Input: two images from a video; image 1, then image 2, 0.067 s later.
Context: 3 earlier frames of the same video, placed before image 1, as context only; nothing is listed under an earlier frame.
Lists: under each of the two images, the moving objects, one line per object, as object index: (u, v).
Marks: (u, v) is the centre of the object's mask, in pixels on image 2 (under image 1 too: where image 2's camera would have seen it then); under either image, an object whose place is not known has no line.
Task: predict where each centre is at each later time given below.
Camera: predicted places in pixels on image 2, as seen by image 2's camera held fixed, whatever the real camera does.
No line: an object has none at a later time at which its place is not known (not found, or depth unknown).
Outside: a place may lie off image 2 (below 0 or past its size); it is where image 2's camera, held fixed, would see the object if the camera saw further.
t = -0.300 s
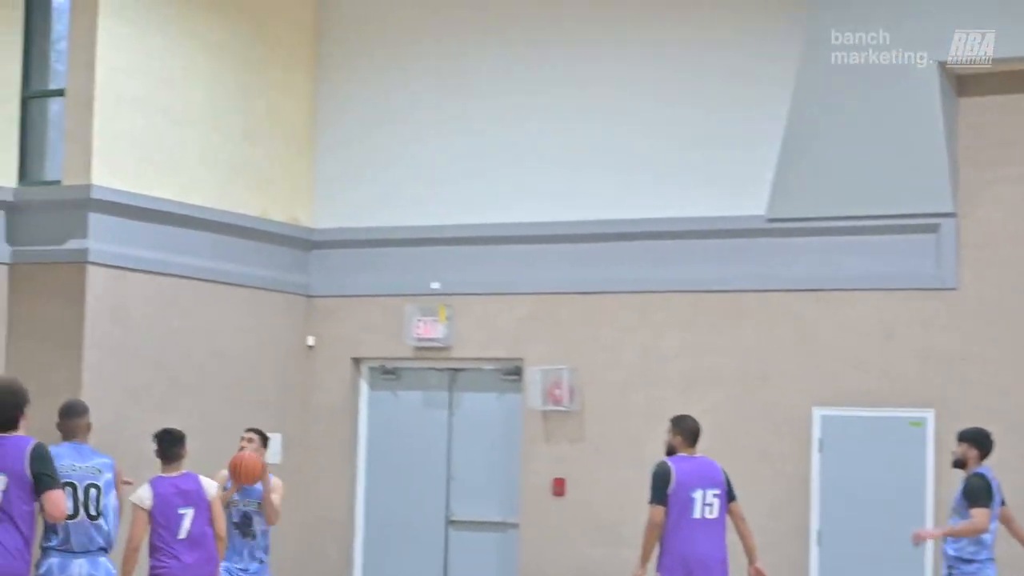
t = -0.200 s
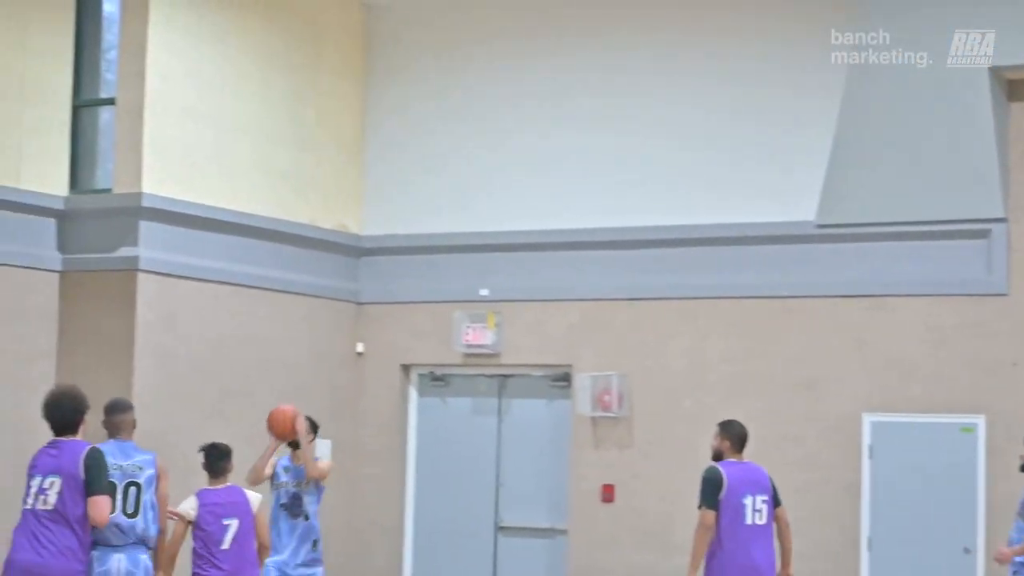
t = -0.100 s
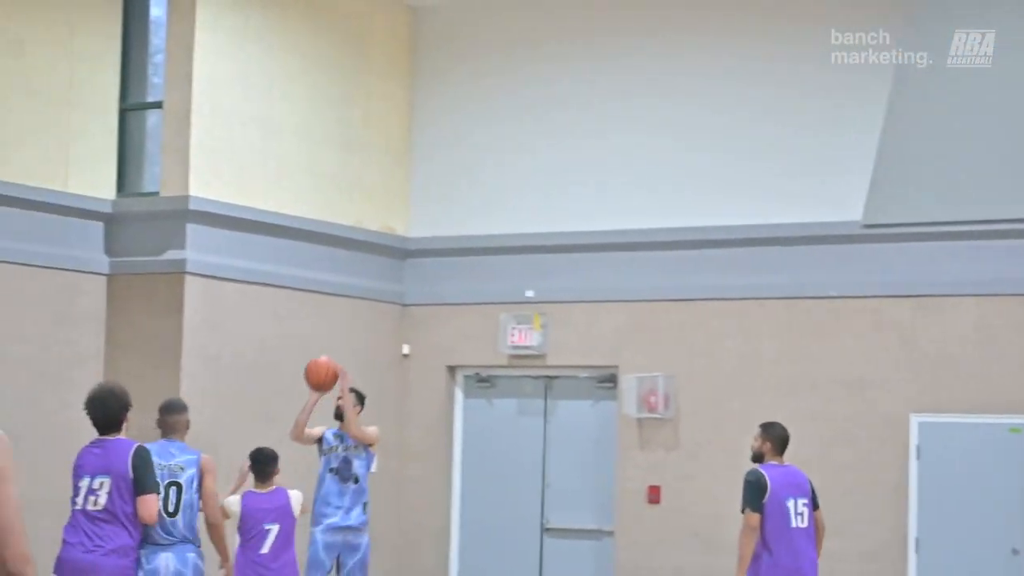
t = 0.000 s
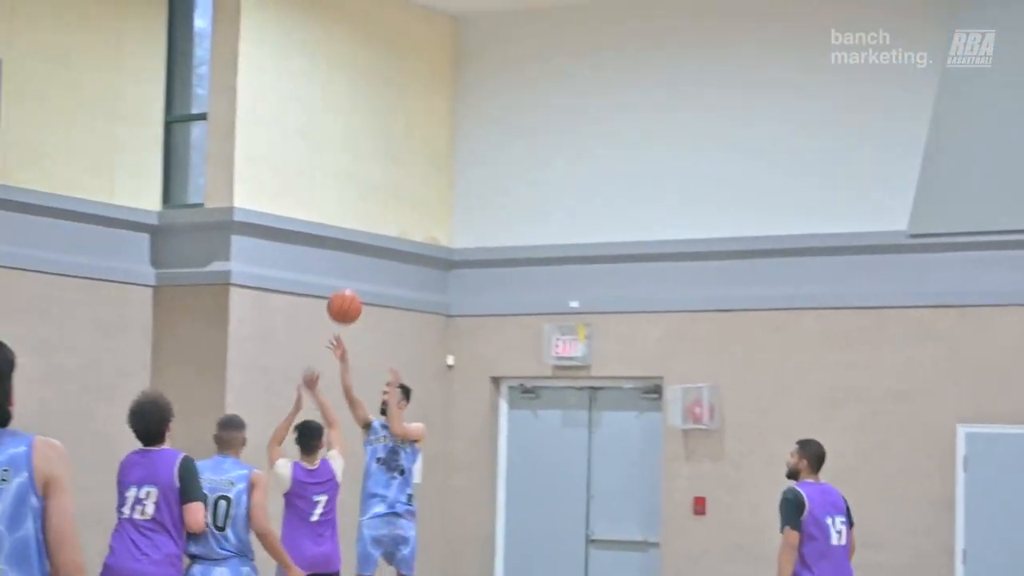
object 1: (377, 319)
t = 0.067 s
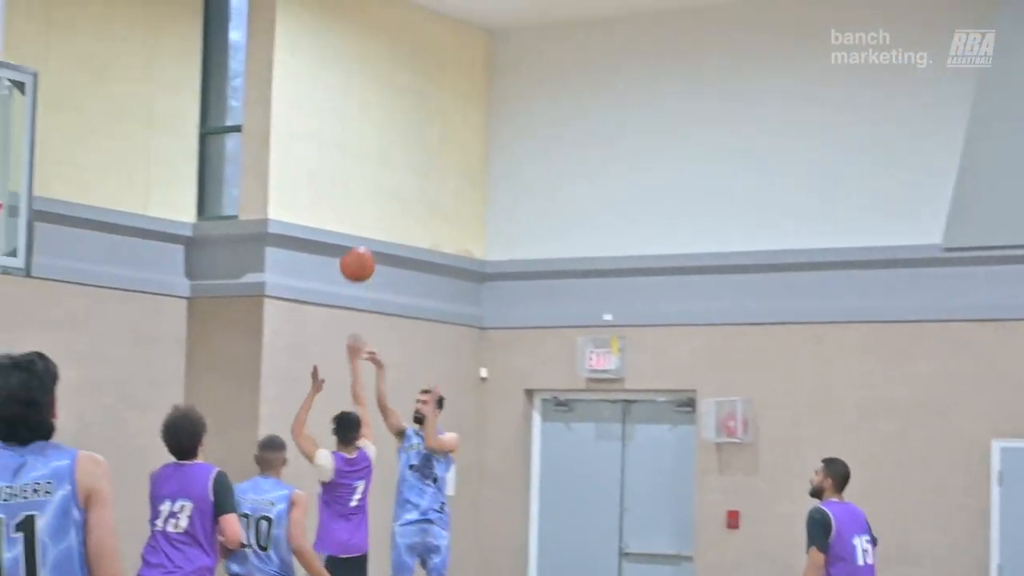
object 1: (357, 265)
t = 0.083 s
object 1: (353, 252)
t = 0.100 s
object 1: (347, 240)
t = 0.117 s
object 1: (342, 228)
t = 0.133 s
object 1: (336, 216)
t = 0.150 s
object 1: (331, 205)
